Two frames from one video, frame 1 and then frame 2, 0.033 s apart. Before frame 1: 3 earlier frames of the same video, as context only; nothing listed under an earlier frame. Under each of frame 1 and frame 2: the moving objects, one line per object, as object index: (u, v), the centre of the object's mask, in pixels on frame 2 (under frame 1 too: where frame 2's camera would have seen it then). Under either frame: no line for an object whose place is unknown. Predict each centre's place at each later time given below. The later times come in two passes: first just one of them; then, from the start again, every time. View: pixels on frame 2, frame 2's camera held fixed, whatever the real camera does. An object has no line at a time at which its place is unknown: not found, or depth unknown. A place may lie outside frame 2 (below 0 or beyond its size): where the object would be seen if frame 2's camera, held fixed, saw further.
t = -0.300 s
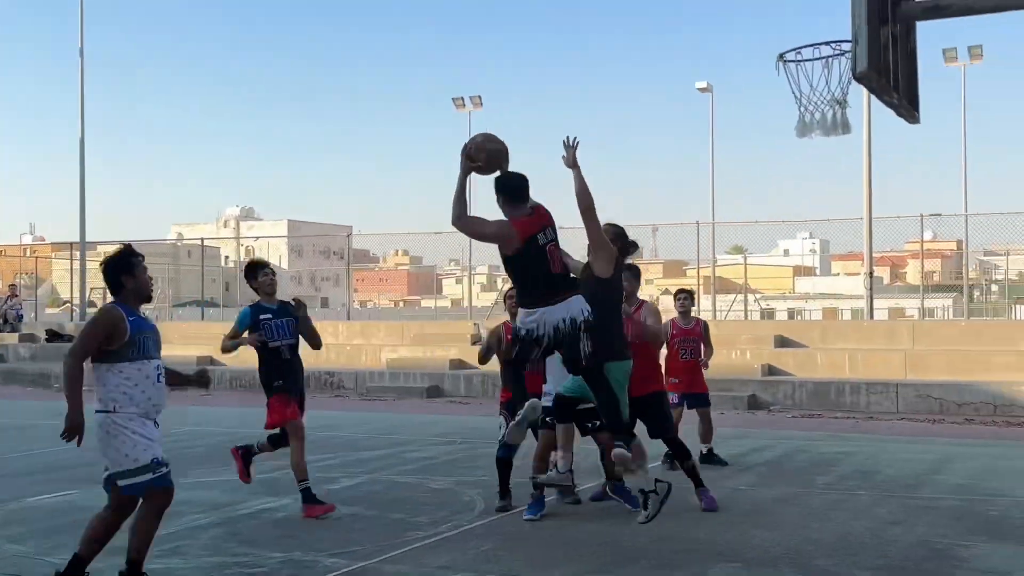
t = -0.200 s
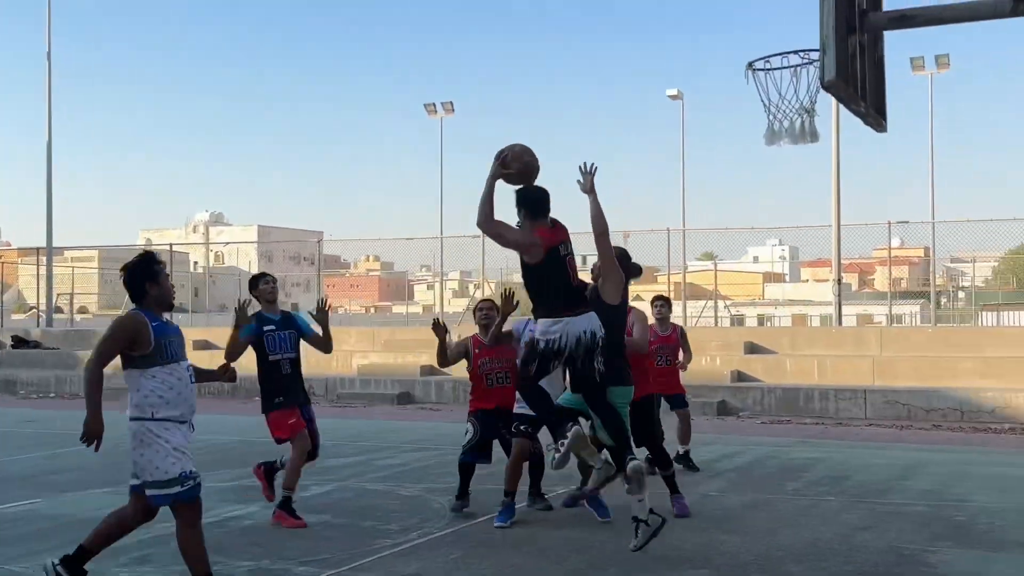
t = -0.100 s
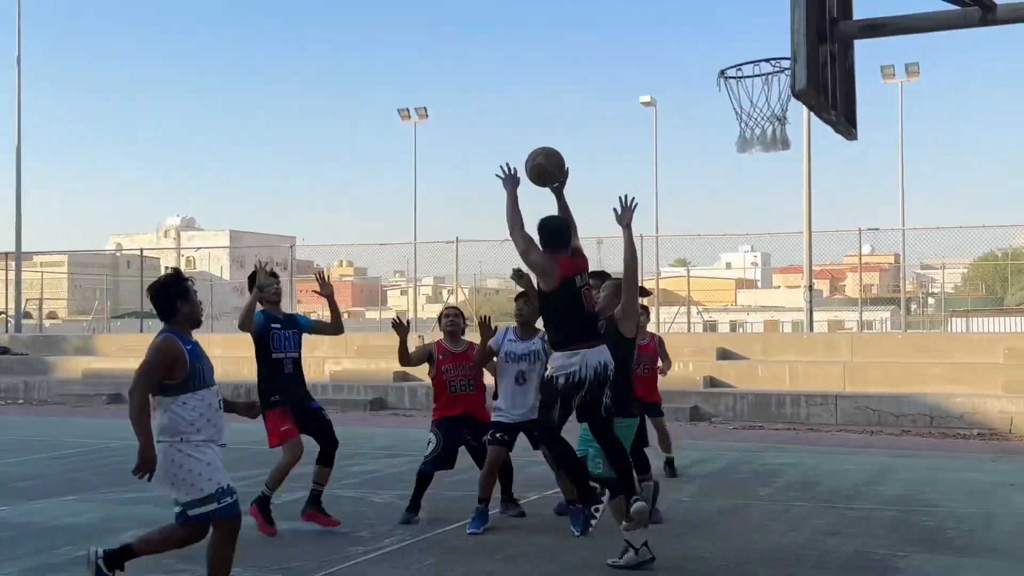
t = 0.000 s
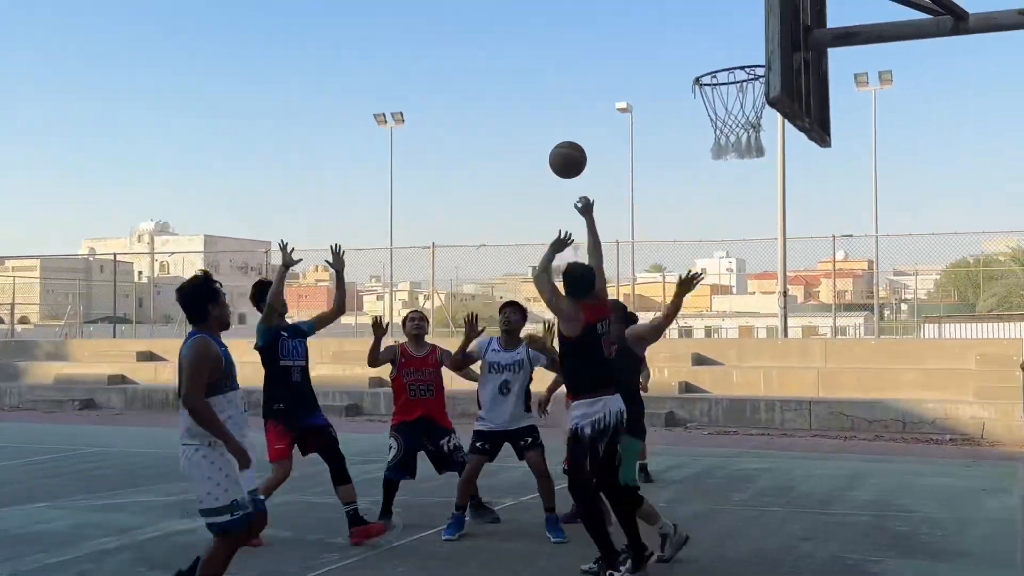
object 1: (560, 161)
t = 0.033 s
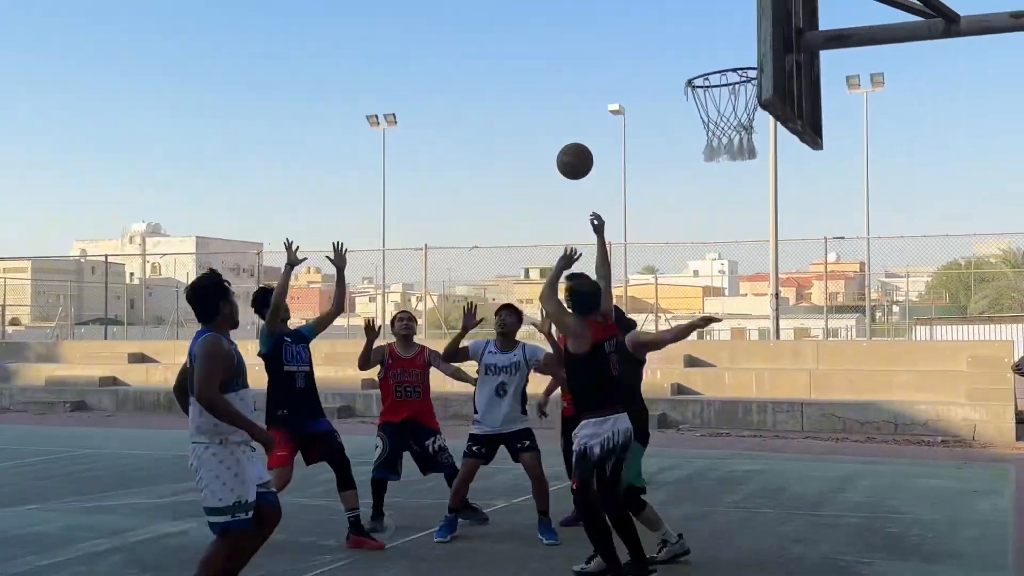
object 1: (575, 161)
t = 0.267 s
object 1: (660, 197)
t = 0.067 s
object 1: (589, 162)
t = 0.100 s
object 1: (602, 165)
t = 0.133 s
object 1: (615, 169)
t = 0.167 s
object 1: (627, 174)
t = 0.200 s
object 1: (639, 181)
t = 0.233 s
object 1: (650, 188)
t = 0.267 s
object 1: (660, 197)
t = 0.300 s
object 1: (671, 206)
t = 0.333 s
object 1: (680, 217)
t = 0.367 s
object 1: (690, 228)
